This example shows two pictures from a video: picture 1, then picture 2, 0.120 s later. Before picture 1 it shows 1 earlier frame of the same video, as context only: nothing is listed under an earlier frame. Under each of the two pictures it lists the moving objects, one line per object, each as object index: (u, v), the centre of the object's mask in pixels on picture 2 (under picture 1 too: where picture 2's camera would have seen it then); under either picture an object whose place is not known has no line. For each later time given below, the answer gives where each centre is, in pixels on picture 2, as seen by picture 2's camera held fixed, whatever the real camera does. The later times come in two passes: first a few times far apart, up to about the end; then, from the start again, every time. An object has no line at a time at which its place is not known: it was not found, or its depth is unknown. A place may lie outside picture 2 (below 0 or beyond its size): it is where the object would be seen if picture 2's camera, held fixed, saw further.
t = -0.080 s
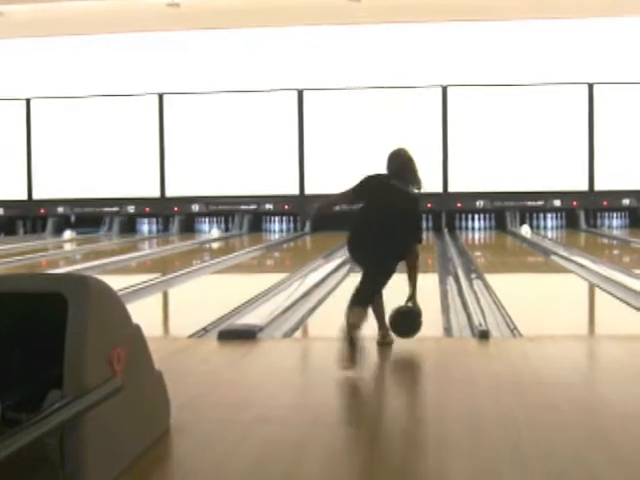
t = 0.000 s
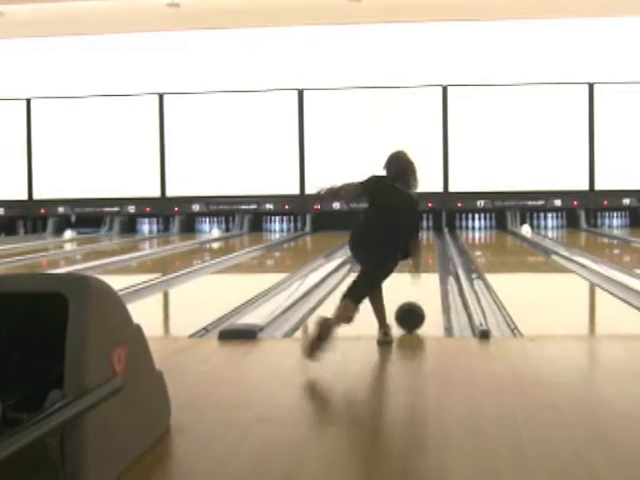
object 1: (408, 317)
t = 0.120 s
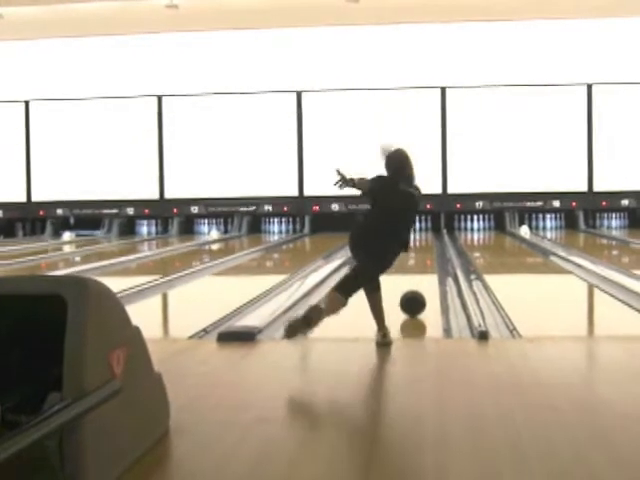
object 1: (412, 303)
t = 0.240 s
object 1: (416, 291)
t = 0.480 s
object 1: (420, 274)
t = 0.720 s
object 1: (422, 261)
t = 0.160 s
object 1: (414, 298)
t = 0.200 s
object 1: (415, 295)
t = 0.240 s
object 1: (416, 291)
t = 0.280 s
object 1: (417, 287)
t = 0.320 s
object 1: (417, 284)
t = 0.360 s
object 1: (418, 282)
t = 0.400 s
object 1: (419, 279)
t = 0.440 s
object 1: (419, 276)
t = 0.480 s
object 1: (420, 274)
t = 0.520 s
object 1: (420, 272)
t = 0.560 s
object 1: (421, 269)
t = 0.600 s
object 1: (422, 267)
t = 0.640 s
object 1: (422, 265)
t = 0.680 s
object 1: (422, 263)
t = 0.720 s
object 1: (422, 261)
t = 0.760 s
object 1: (423, 260)
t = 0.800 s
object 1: (423, 258)
